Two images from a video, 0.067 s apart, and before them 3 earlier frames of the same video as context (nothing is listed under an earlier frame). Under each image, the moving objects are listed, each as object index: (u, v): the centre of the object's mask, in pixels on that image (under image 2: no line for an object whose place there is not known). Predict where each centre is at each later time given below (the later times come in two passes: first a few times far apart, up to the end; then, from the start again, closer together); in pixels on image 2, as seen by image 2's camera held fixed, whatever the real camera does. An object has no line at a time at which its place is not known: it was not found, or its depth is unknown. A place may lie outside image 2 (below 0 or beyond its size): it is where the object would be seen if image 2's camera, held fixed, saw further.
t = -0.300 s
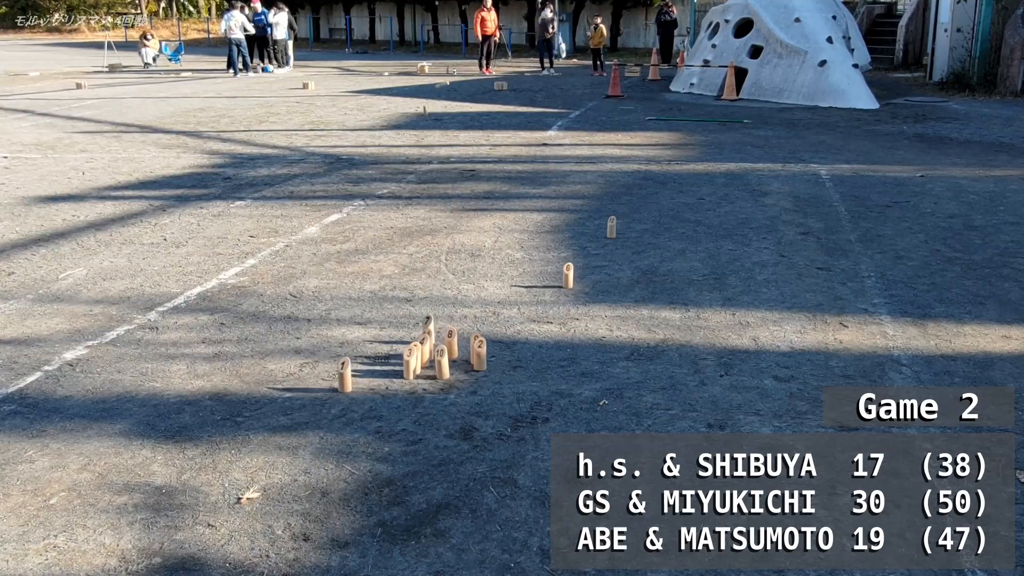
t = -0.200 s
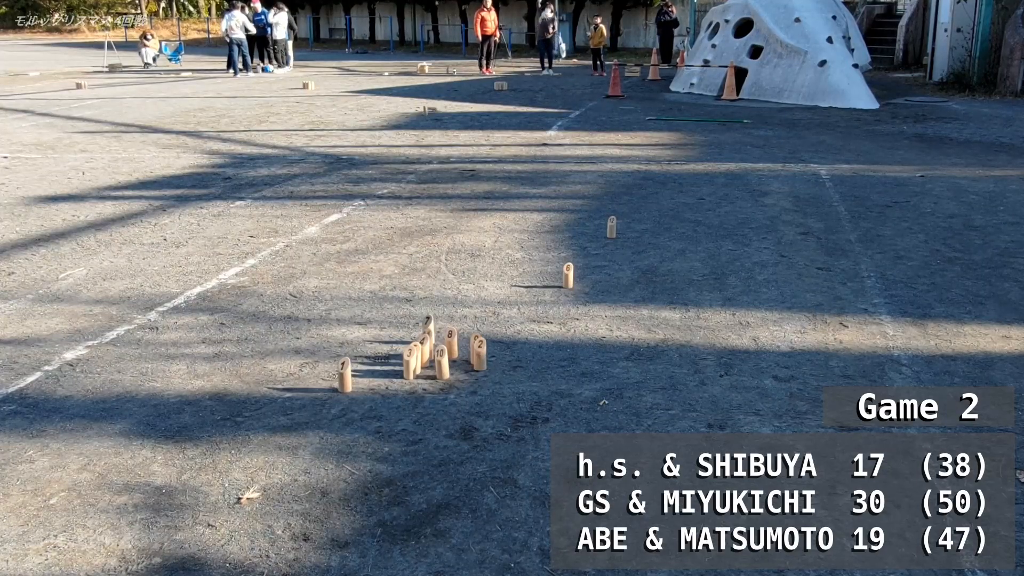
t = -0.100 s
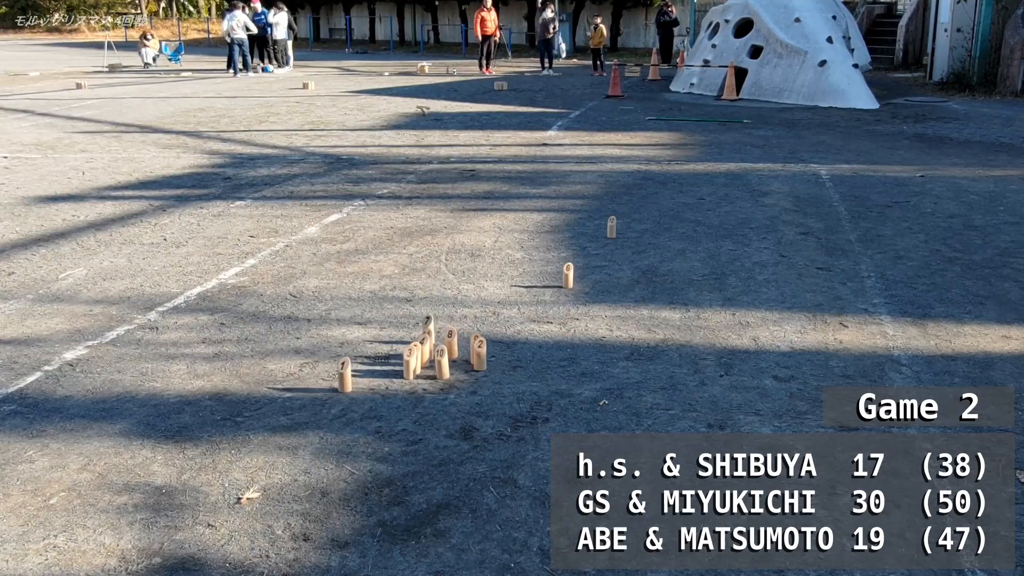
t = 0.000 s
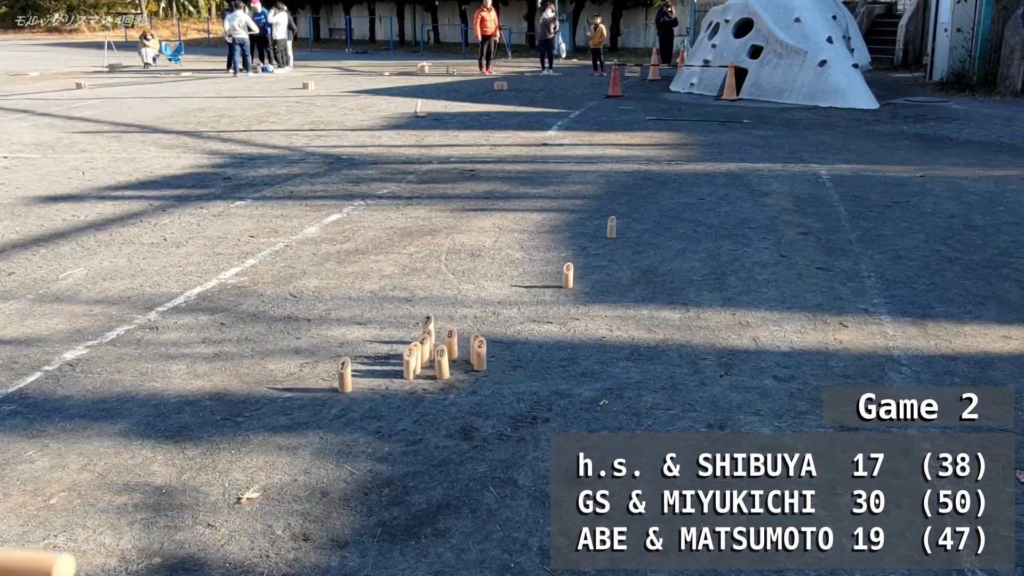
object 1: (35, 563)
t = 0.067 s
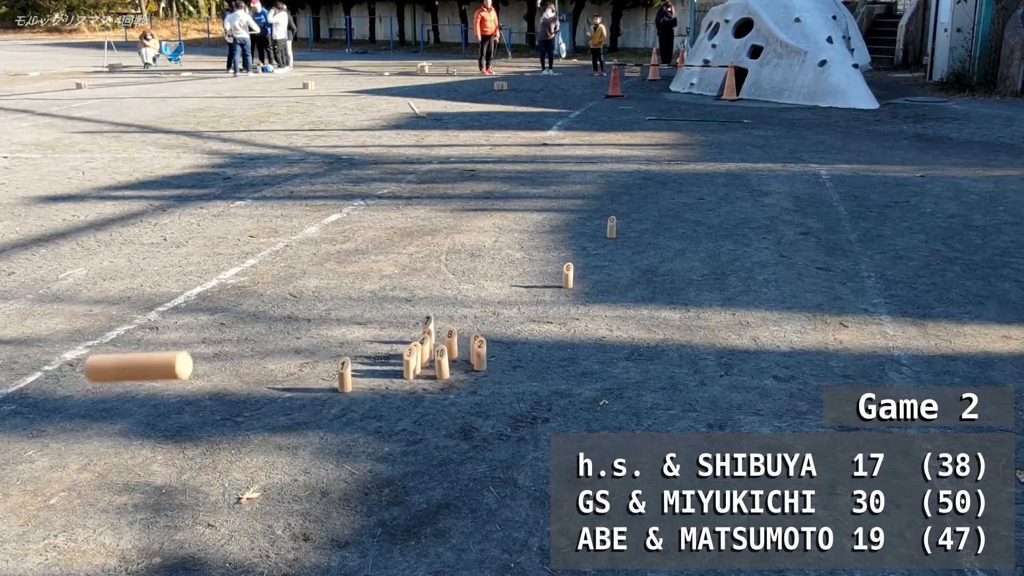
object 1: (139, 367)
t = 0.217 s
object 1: (326, 137)
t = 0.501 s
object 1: (501, 70)
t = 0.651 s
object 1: (550, 112)
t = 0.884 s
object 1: (601, 219)
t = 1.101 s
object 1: (625, 218)
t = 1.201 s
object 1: (636, 217)
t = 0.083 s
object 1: (166, 329)
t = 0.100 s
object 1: (190, 295)
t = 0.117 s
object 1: (213, 264)
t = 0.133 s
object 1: (235, 236)
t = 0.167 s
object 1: (275, 189)
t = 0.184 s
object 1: (292, 170)
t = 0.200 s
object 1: (310, 153)
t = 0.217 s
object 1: (326, 137)
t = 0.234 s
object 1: (341, 124)
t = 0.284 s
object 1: (381, 93)
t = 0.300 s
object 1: (393, 85)
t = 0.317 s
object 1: (404, 80)
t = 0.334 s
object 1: (416, 74)
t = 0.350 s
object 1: (427, 70)
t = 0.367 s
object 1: (436, 67)
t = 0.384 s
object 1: (445, 65)
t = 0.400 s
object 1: (454, 64)
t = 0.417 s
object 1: (462, 63)
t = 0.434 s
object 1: (471, 63)
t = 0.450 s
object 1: (478, 64)
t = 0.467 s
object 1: (487, 65)
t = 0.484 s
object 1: (493, 67)
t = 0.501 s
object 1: (501, 70)
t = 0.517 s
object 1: (506, 73)
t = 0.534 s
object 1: (512, 77)
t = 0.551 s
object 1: (518, 81)
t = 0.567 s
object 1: (524, 85)
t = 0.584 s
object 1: (530, 90)
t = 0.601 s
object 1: (535, 95)
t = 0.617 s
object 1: (541, 100)
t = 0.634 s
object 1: (545, 106)
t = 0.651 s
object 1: (550, 112)
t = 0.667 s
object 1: (554, 119)
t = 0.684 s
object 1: (559, 125)
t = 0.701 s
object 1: (563, 132)
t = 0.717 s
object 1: (567, 139)
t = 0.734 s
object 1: (572, 146)
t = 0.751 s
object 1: (575, 154)
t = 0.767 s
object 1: (579, 161)
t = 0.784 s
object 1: (582, 169)
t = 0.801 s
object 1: (586, 177)
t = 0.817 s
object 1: (589, 185)
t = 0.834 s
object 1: (592, 193)
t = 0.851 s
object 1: (595, 201)
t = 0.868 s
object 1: (598, 210)
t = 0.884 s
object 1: (601, 219)
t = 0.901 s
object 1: (604, 227)
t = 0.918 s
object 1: (607, 236)
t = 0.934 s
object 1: (609, 241)
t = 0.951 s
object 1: (610, 238)
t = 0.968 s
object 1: (610, 235)
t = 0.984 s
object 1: (611, 232)
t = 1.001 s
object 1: (614, 230)
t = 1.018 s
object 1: (616, 228)
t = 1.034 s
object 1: (617, 226)
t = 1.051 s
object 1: (618, 224)
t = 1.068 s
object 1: (621, 221)
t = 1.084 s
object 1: (623, 220)
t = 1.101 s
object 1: (625, 218)
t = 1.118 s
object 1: (627, 217)
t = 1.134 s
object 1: (628, 217)
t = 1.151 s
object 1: (630, 217)
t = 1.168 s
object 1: (632, 217)
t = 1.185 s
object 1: (634, 217)
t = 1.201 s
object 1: (636, 217)
